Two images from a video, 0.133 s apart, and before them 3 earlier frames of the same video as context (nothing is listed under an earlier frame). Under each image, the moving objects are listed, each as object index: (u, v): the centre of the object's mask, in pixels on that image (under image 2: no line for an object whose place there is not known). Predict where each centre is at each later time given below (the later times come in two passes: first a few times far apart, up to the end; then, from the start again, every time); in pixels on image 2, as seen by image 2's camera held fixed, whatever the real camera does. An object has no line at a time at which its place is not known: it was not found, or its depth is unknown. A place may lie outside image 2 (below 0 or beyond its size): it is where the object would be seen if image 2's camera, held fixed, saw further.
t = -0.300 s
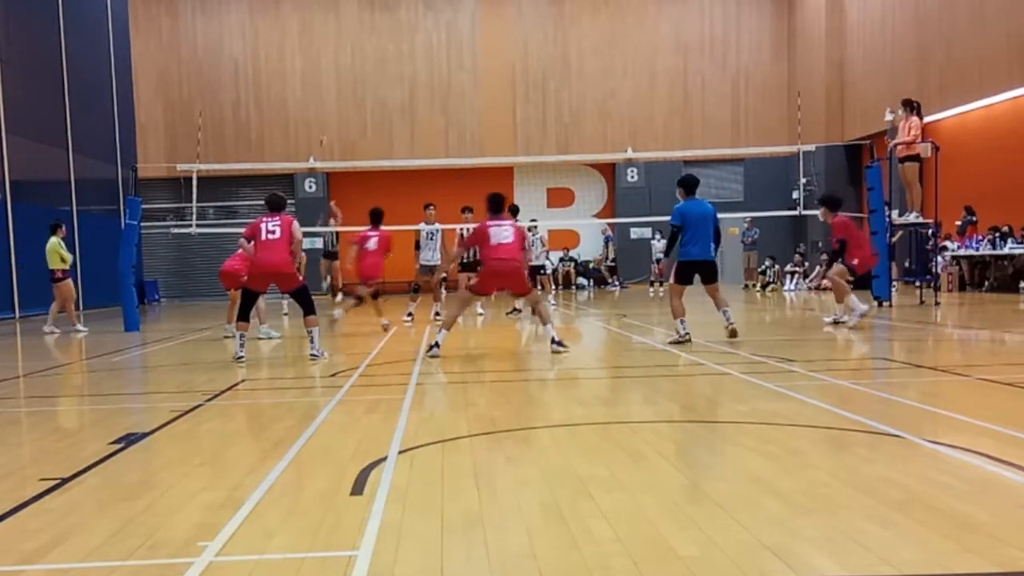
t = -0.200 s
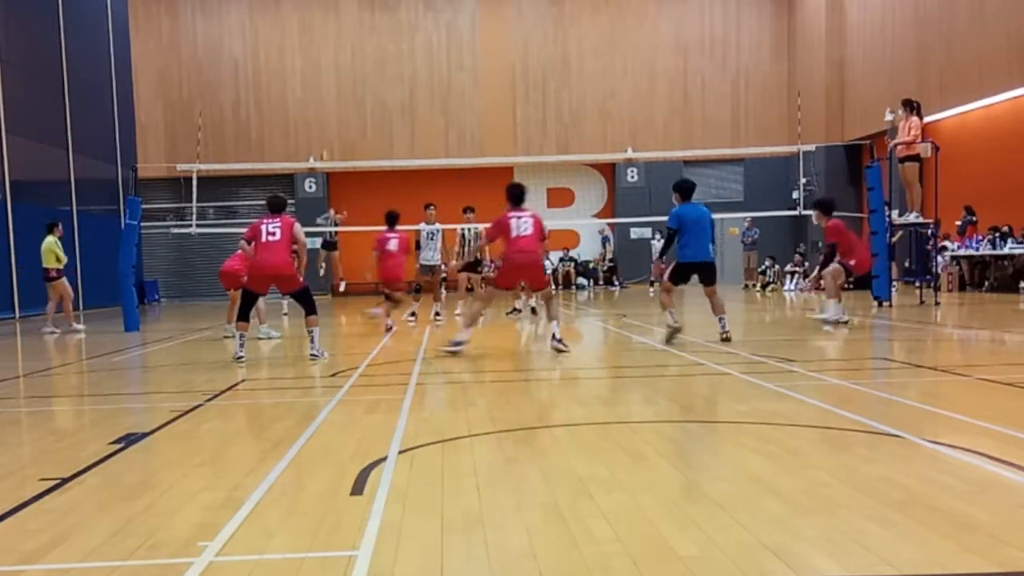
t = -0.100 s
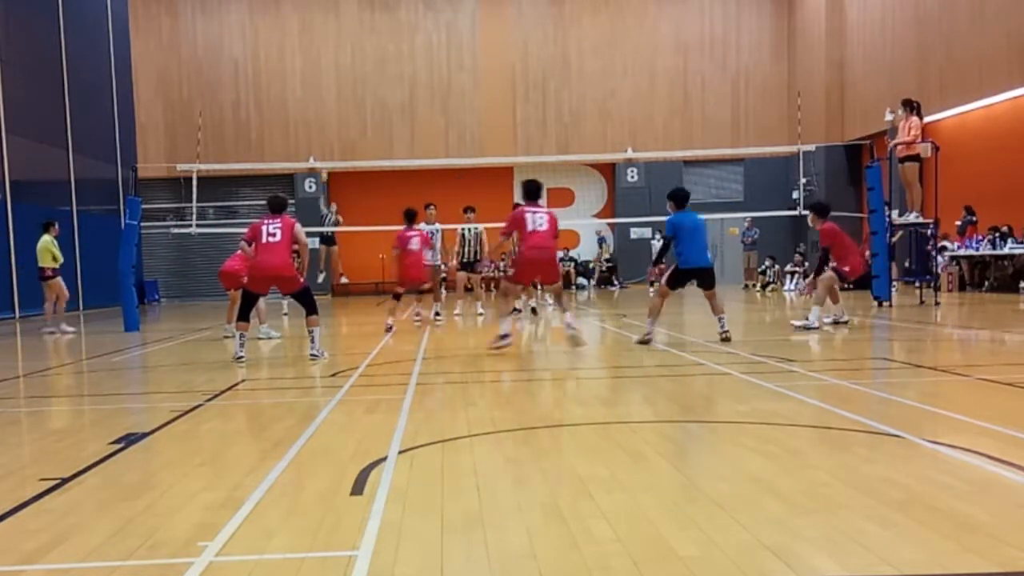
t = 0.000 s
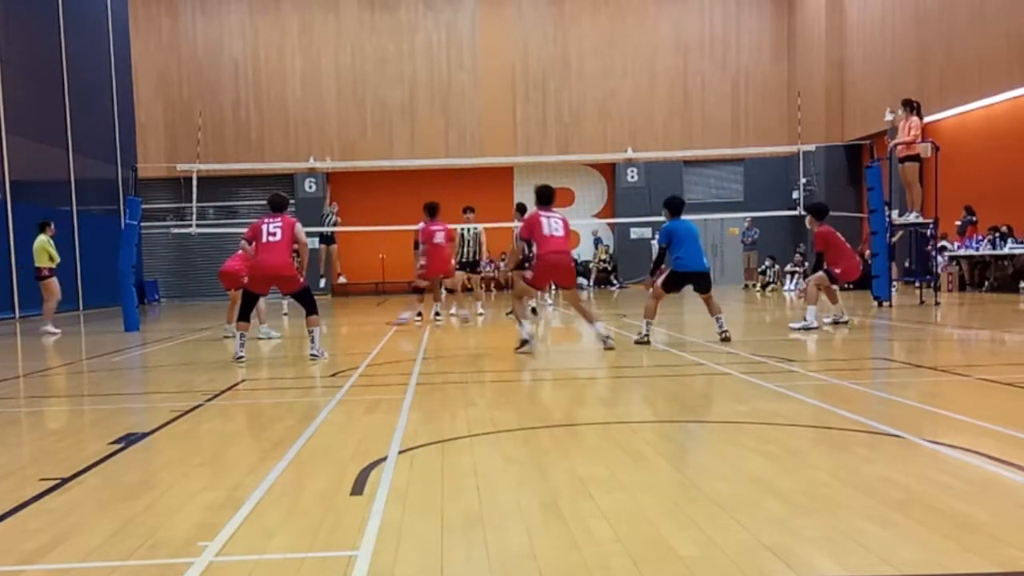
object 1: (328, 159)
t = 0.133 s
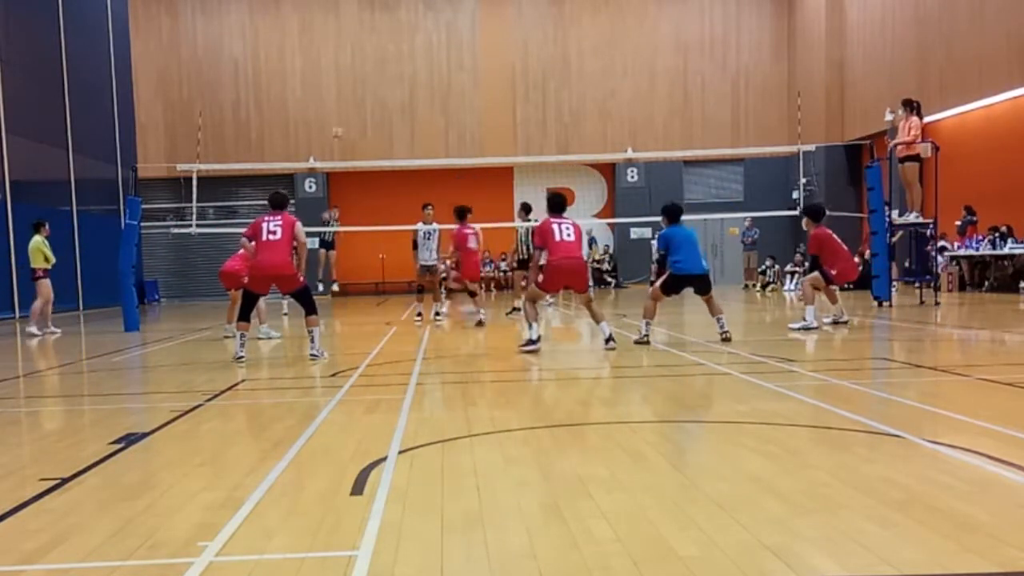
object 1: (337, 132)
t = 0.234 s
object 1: (346, 114)
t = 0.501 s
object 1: (389, 102)
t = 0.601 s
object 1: (416, 117)
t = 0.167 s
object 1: (340, 123)
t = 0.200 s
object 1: (343, 118)
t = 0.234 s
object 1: (346, 114)
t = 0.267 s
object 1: (352, 109)
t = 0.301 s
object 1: (355, 106)
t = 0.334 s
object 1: (359, 101)
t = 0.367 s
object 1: (364, 100)
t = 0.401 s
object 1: (369, 100)
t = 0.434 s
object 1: (377, 100)
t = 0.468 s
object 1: (383, 101)
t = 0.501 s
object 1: (389, 102)
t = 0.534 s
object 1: (398, 107)
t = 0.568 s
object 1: (406, 111)
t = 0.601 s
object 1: (416, 117)
